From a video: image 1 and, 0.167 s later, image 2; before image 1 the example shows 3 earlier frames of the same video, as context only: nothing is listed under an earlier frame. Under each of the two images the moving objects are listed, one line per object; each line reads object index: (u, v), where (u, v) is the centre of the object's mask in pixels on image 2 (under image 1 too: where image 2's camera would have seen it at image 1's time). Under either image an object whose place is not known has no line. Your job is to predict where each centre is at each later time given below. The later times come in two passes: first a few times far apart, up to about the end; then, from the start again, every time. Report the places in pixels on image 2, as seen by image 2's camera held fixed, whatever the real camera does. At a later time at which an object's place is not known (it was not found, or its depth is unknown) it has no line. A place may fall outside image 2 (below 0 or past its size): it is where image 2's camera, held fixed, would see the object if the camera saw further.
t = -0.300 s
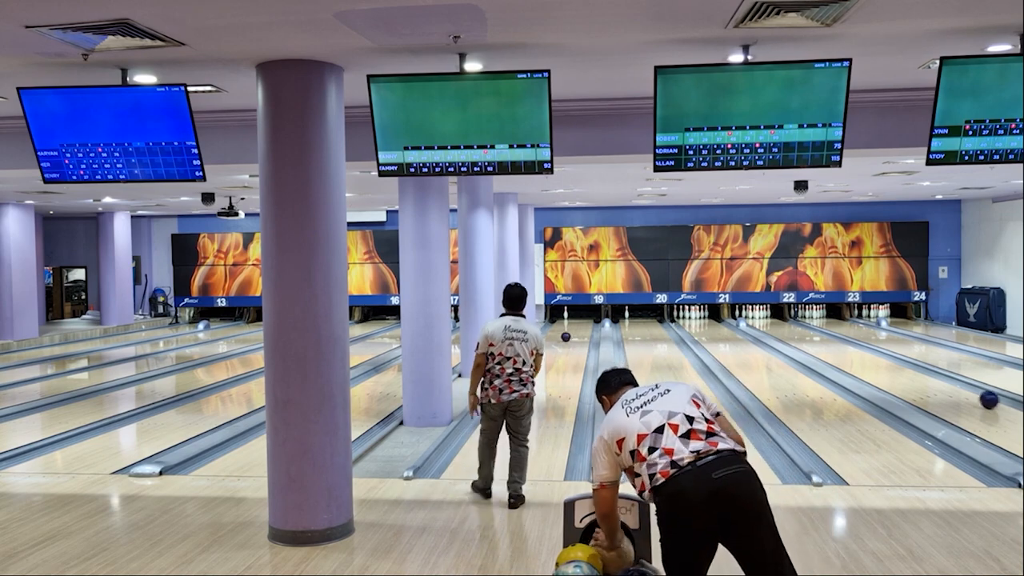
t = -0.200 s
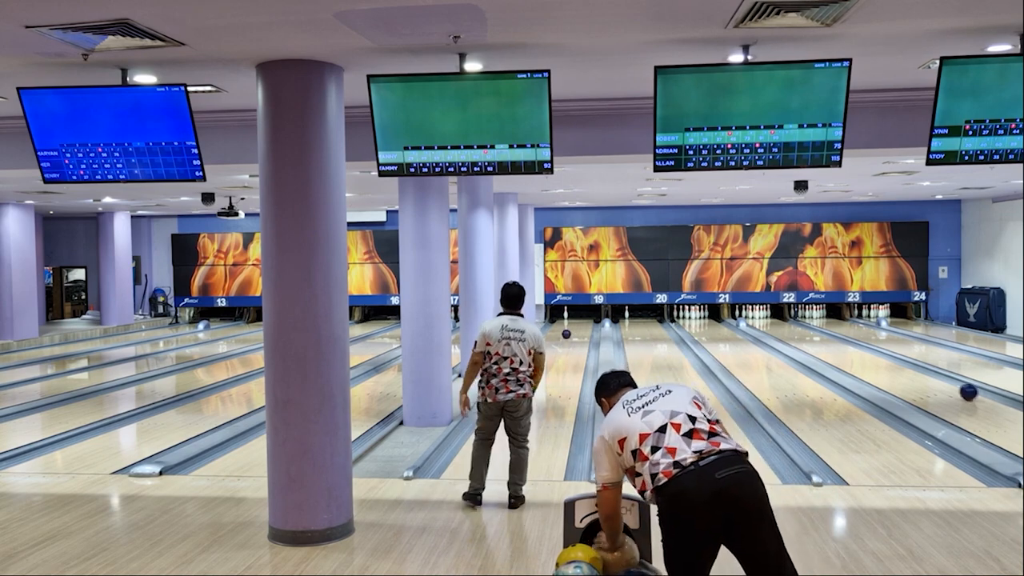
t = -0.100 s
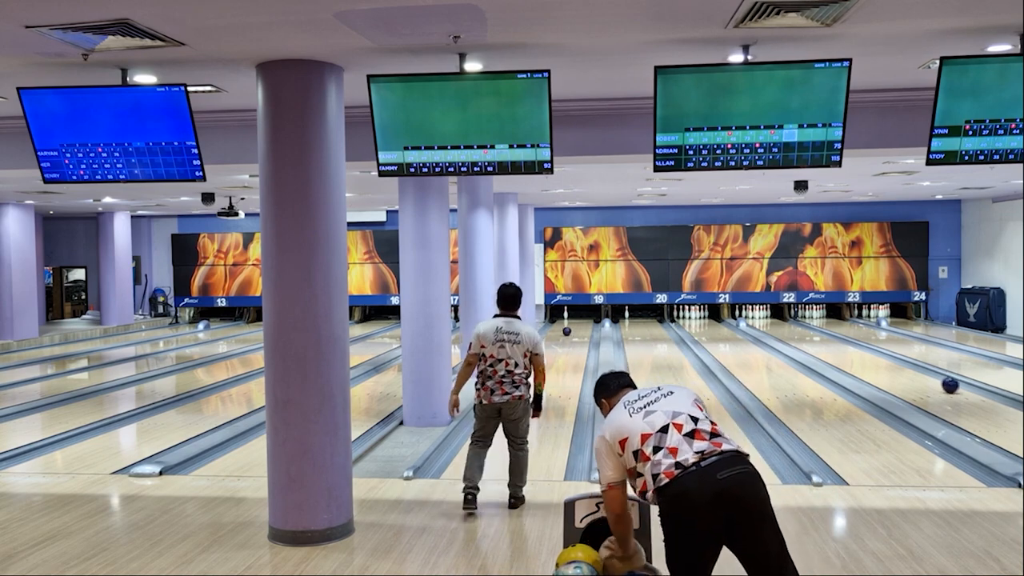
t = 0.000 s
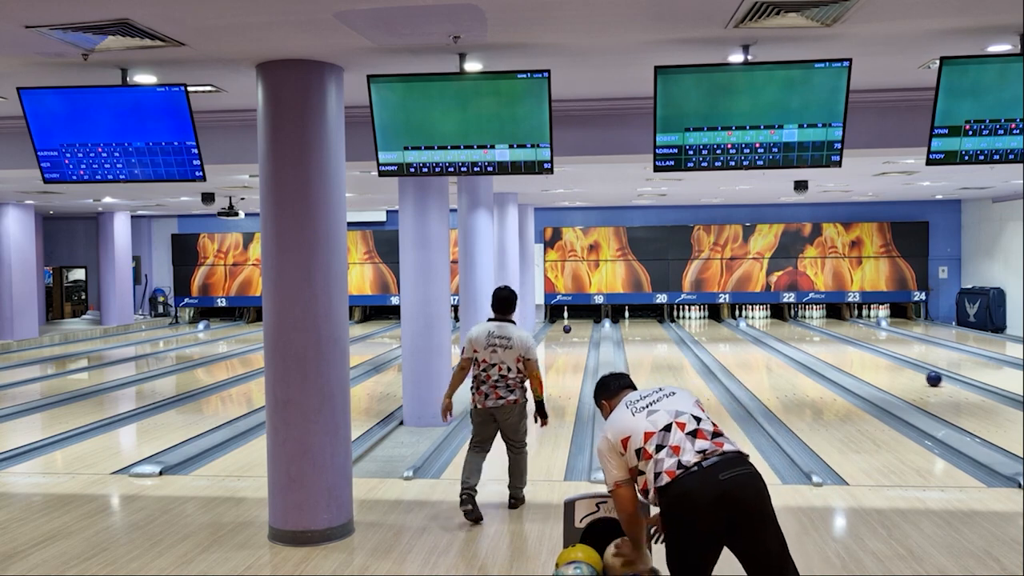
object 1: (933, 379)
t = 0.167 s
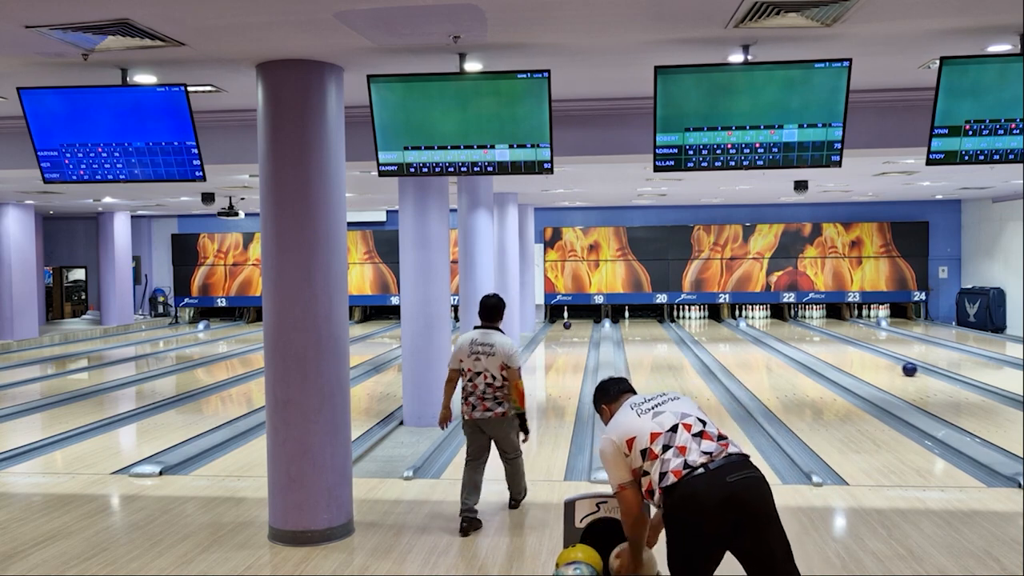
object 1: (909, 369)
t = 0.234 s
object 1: (900, 366)
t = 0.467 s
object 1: (874, 355)
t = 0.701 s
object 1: (851, 347)
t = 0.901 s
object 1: (835, 341)
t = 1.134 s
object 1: (819, 335)
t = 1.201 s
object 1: (814, 333)
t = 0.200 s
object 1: (905, 367)
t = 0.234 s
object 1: (900, 366)
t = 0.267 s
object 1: (896, 364)
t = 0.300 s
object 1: (892, 363)
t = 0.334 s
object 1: (889, 361)
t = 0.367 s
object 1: (885, 360)
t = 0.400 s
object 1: (881, 358)
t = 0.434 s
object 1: (877, 357)
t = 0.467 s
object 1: (874, 355)
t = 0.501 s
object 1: (870, 354)
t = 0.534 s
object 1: (867, 353)
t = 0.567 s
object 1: (864, 352)
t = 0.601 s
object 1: (861, 350)
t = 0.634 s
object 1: (857, 349)
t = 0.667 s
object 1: (854, 348)
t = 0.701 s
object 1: (851, 347)
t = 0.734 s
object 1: (848, 346)
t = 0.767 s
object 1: (846, 345)
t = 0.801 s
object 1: (843, 344)
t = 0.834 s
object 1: (840, 343)
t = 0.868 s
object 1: (838, 342)
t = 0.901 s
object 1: (835, 341)
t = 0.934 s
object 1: (833, 340)
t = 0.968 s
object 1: (830, 339)
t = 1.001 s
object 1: (828, 338)
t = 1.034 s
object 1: (825, 337)
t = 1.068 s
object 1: (823, 337)
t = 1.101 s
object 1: (821, 336)
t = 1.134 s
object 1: (819, 335)
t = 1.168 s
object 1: (816, 334)
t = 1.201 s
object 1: (814, 333)
